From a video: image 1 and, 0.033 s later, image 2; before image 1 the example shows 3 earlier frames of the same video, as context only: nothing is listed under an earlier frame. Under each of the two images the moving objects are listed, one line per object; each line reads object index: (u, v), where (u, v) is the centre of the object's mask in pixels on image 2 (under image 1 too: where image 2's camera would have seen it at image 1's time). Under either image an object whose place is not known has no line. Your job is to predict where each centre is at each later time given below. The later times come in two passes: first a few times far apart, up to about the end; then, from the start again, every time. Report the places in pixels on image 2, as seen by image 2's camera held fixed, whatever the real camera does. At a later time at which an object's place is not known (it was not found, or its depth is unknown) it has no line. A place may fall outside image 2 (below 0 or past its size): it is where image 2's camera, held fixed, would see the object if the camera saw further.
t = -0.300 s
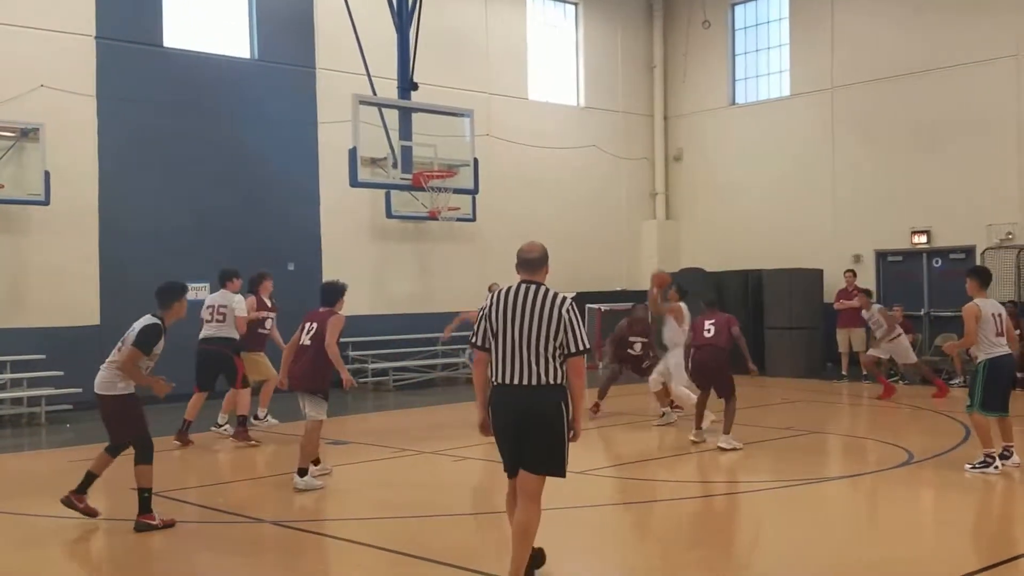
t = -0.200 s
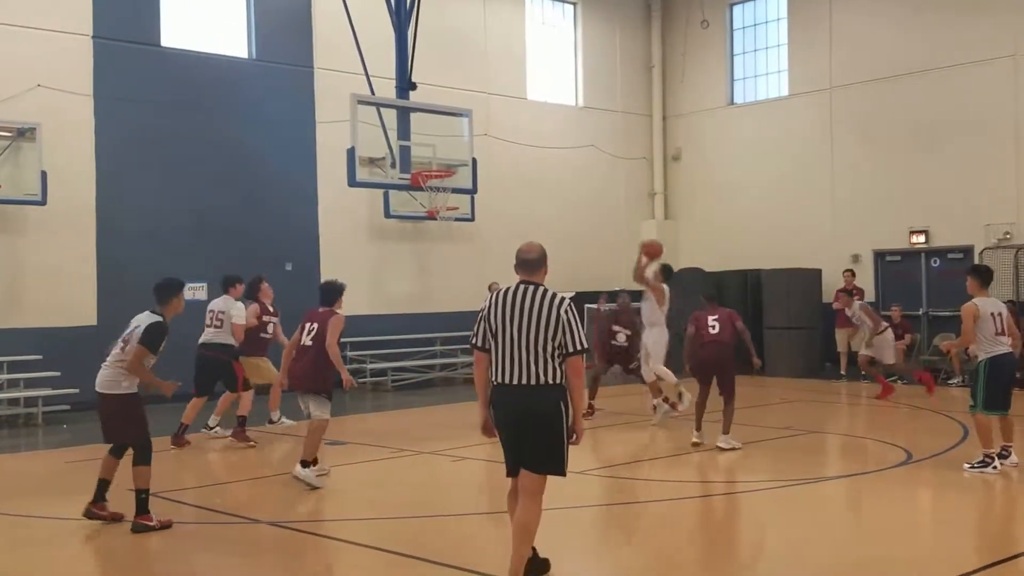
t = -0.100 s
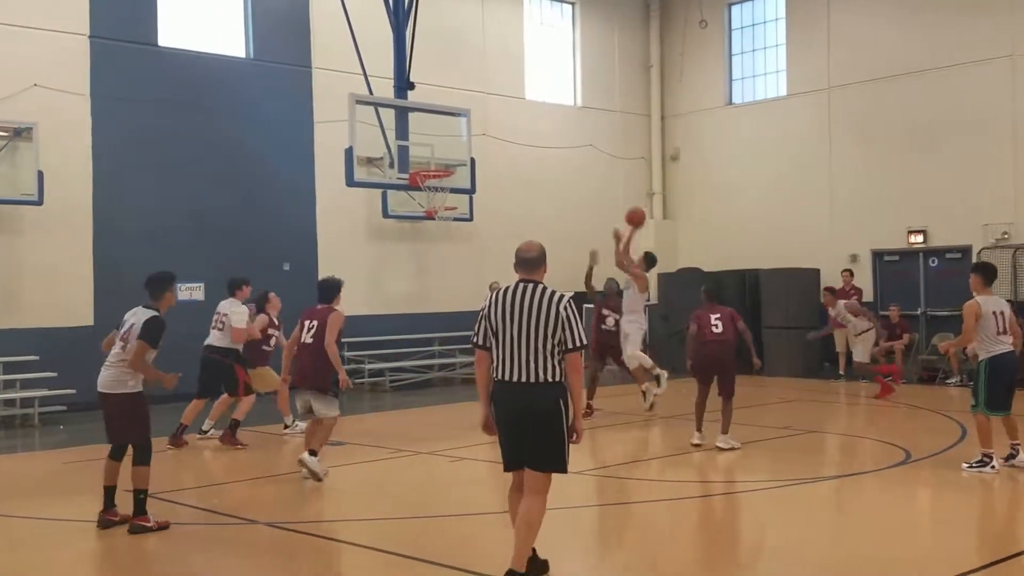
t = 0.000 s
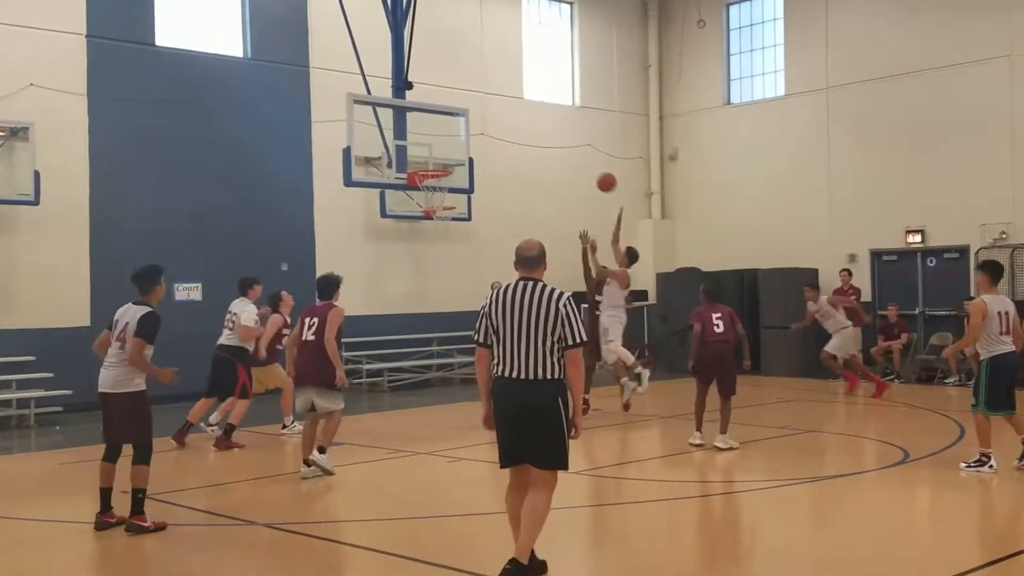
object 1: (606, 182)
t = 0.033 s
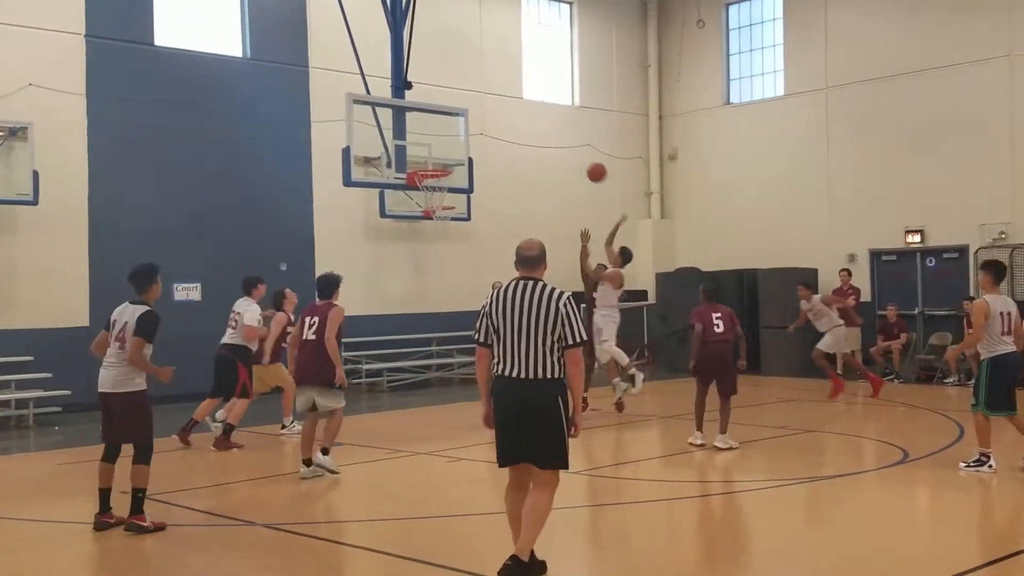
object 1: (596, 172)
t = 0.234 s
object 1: (542, 134)
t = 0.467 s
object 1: (480, 131)
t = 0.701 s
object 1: (422, 170)
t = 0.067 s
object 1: (587, 163)
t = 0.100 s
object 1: (578, 156)
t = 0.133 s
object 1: (569, 149)
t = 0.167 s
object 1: (560, 143)
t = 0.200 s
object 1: (550, 138)
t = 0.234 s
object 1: (542, 134)
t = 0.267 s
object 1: (532, 131)
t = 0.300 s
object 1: (523, 129)
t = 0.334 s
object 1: (515, 127)
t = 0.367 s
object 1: (506, 127)
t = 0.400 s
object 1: (497, 127)
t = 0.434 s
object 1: (489, 129)
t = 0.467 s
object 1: (480, 131)
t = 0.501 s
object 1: (472, 134)
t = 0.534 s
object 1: (464, 138)
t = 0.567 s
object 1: (455, 143)
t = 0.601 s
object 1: (446, 148)
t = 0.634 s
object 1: (438, 155)
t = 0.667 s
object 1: (430, 162)
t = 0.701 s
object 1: (422, 170)
